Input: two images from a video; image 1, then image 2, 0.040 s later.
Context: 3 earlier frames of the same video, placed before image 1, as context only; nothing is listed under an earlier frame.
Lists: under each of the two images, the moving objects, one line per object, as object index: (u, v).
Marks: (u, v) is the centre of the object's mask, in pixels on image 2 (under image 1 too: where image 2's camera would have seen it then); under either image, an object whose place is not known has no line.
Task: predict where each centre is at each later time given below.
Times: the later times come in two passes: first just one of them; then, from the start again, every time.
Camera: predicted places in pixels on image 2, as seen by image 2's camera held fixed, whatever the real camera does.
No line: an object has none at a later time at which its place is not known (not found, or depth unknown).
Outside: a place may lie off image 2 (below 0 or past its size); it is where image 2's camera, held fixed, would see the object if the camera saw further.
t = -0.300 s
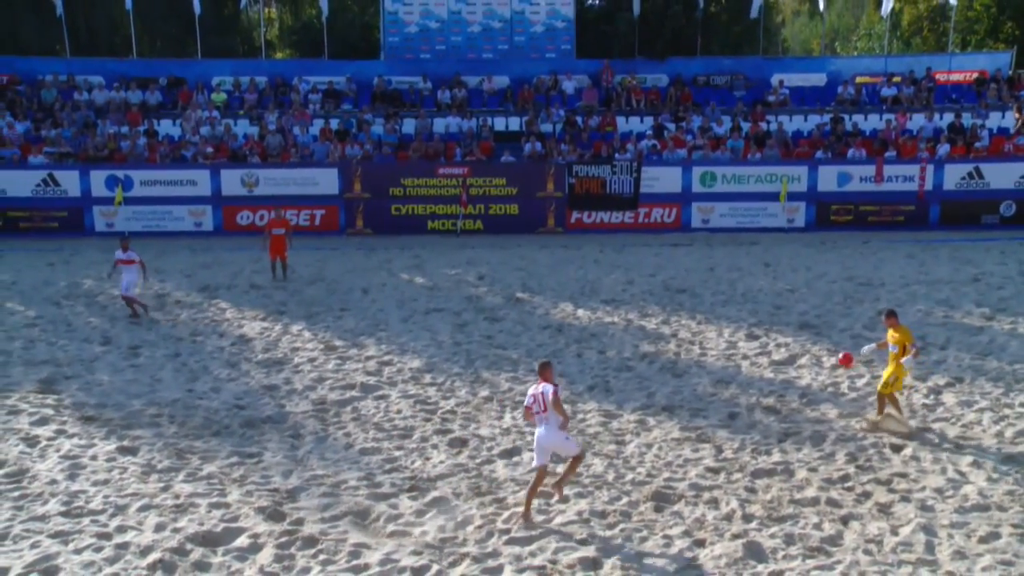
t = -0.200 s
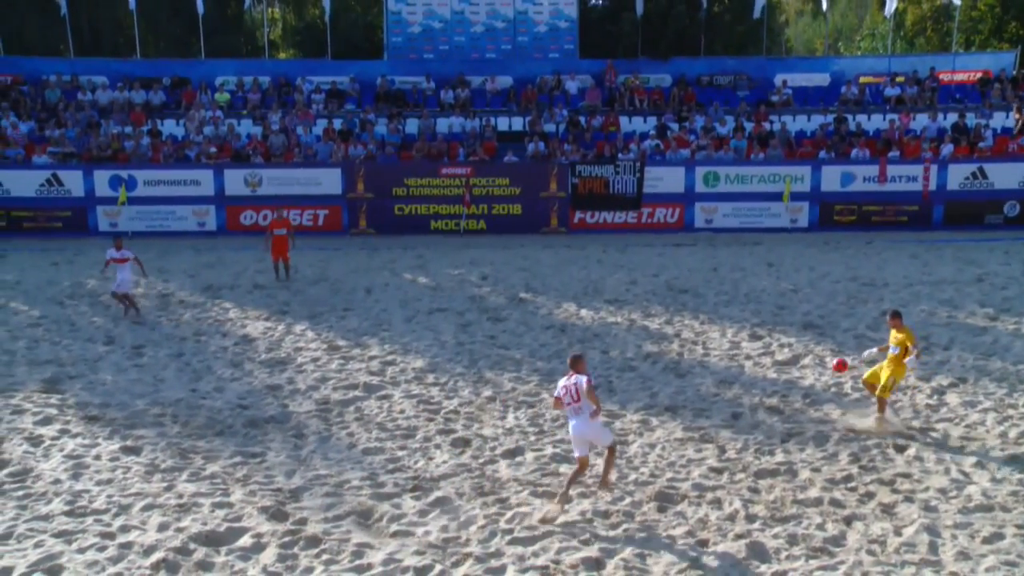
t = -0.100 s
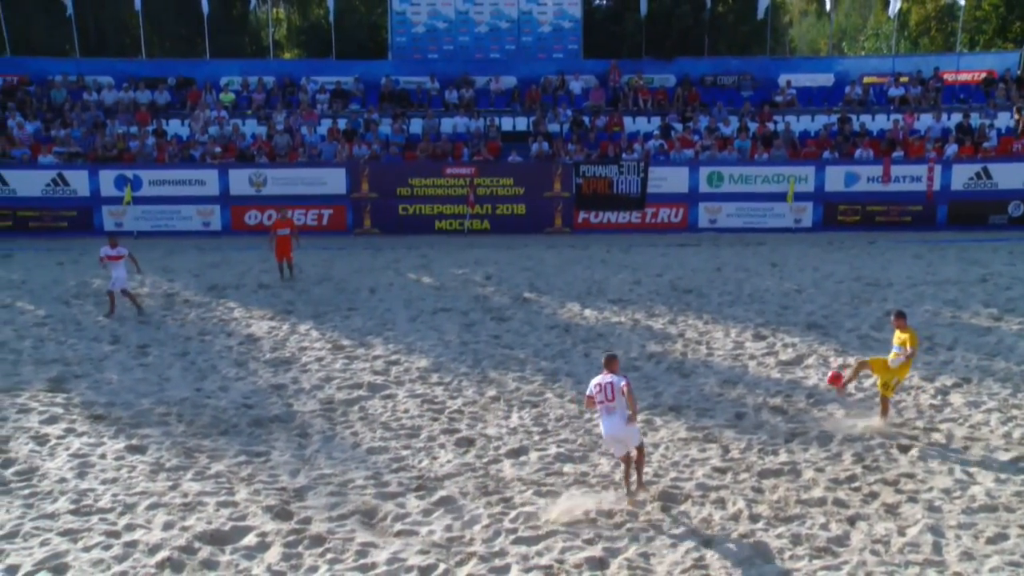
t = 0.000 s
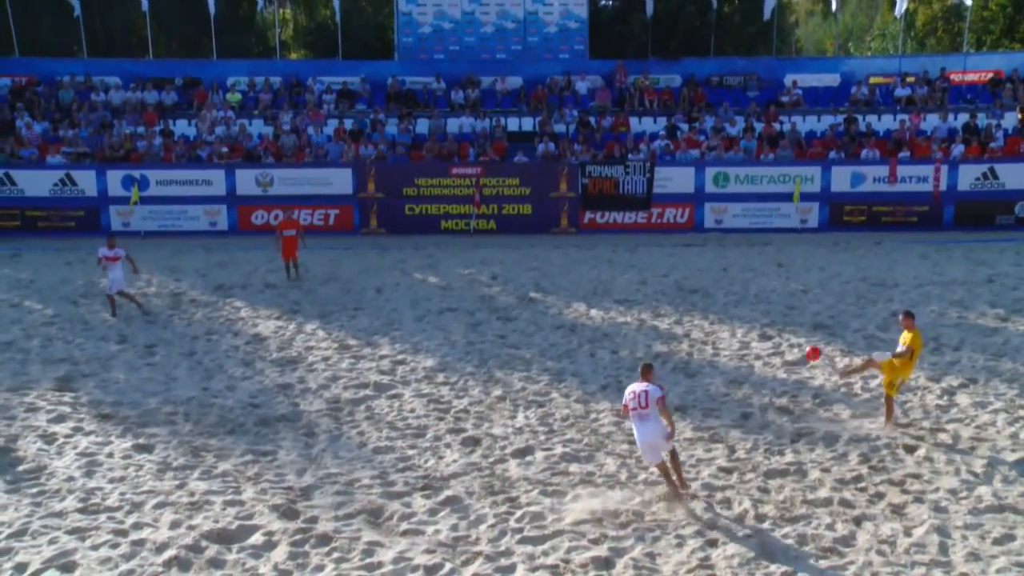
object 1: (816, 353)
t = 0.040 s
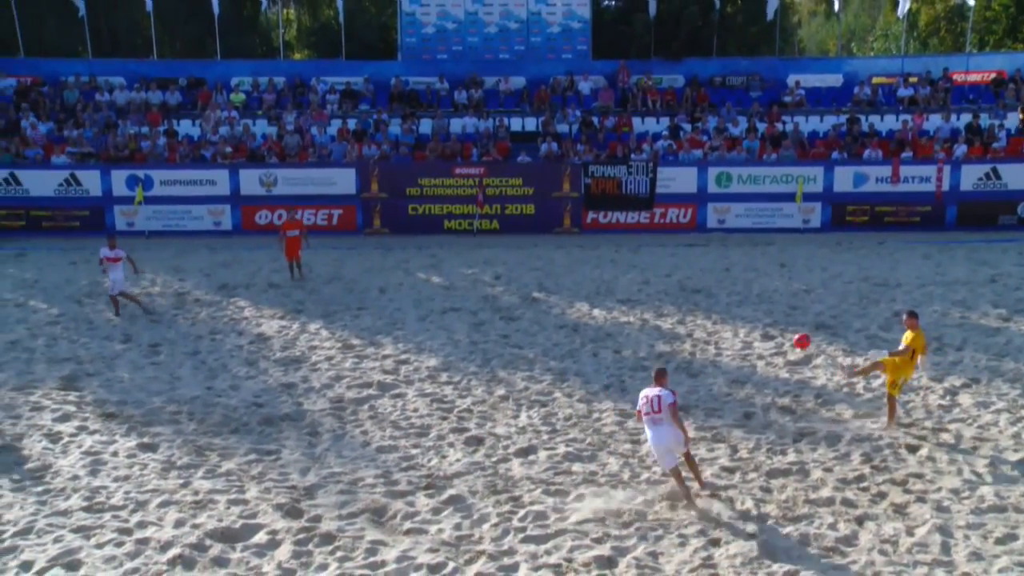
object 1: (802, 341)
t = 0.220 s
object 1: (729, 298)
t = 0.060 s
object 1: (794, 336)
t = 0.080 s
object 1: (787, 330)
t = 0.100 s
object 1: (779, 325)
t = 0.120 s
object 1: (772, 320)
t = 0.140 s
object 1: (764, 315)
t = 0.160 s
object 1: (756, 310)
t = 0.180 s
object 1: (747, 305)
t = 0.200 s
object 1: (738, 301)
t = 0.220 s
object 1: (729, 298)
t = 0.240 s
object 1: (719, 294)
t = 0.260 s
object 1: (710, 291)
